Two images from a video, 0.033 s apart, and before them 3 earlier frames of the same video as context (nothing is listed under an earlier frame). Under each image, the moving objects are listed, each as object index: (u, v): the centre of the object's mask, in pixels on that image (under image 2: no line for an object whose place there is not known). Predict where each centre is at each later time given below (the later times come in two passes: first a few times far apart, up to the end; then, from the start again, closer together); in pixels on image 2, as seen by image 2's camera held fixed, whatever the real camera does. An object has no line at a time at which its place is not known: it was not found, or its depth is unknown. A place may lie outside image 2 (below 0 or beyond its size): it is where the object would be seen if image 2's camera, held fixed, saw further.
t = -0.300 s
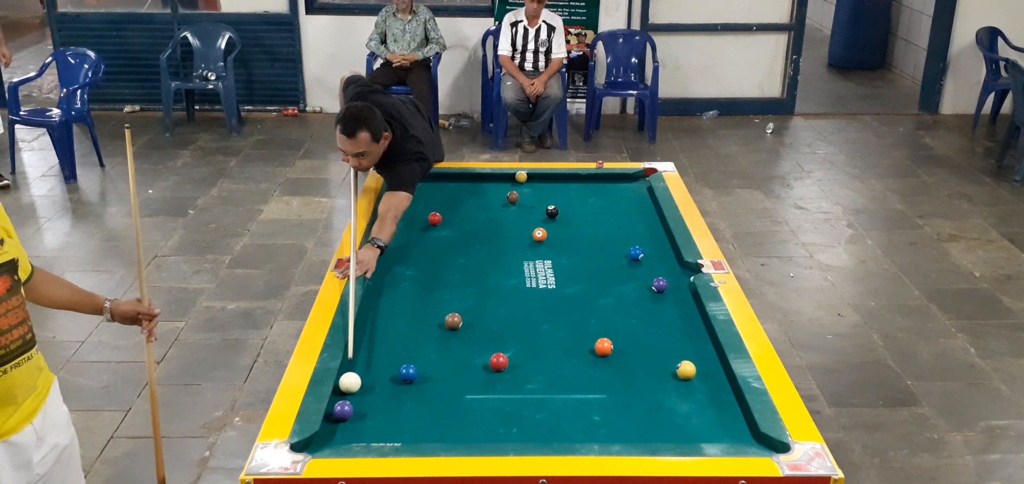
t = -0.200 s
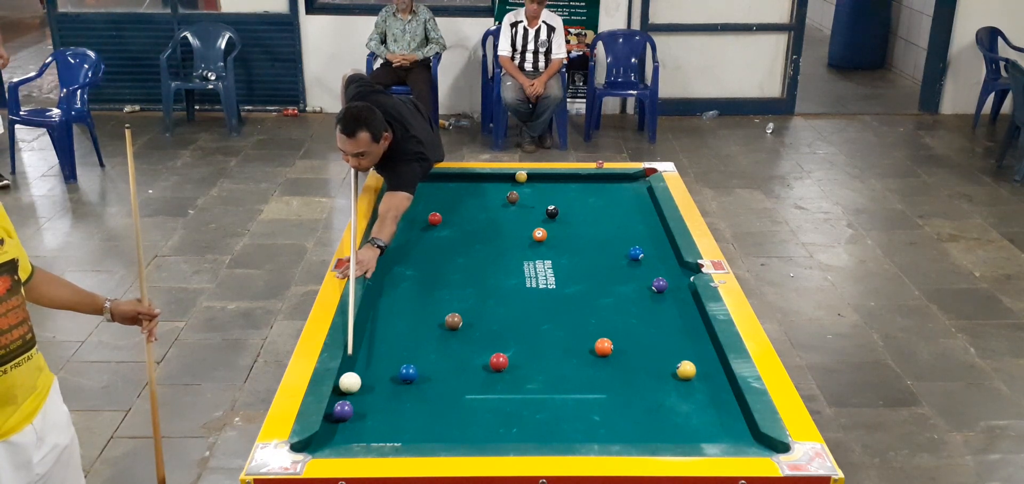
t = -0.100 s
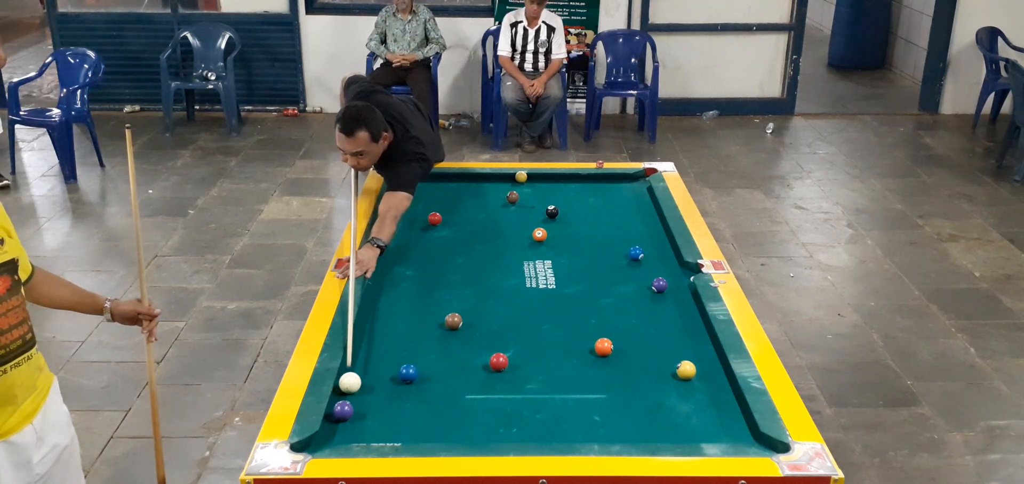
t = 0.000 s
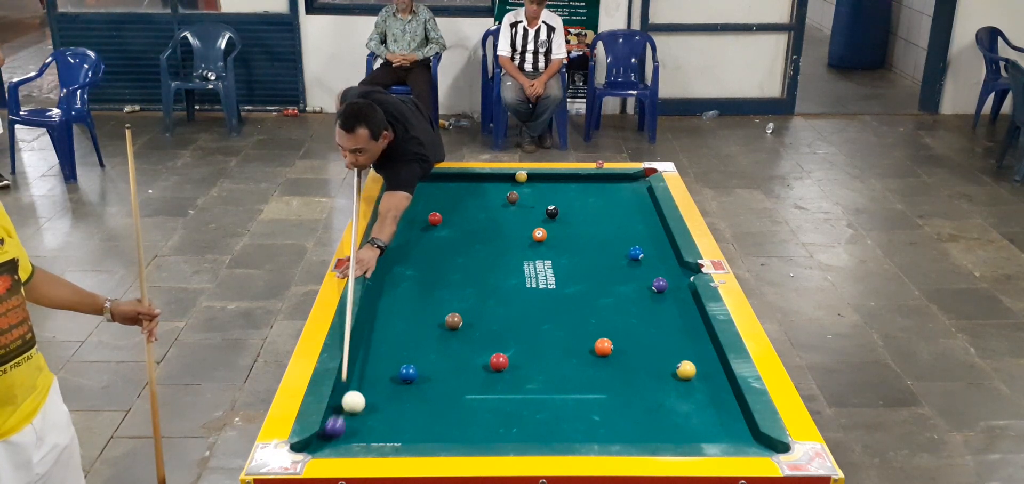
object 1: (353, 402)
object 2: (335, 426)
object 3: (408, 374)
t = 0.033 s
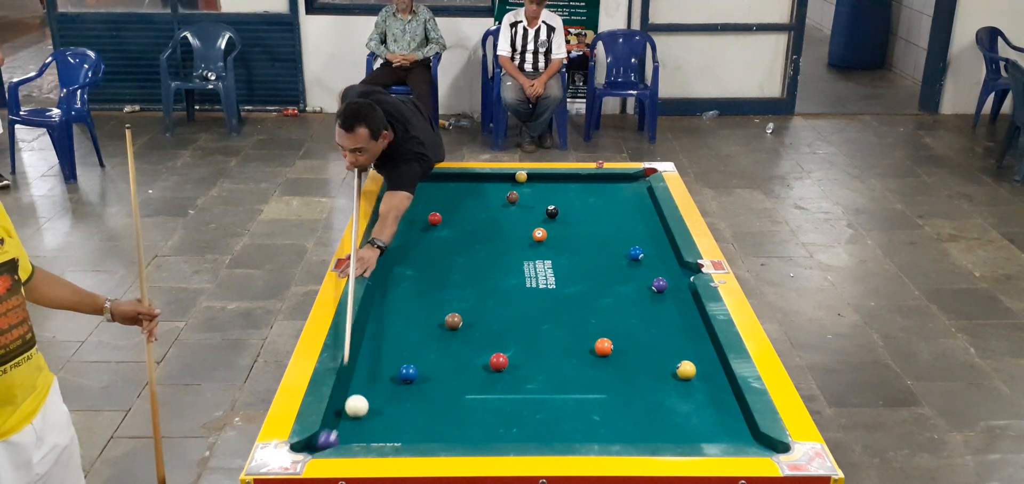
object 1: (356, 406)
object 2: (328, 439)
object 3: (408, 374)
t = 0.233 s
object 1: (373, 434)
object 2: (319, 444)
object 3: (408, 374)
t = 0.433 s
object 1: (388, 423)
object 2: (323, 440)
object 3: (408, 374)
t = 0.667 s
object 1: (402, 404)
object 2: (330, 439)
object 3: (408, 374)
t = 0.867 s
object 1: (413, 389)
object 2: (334, 437)
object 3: (407, 372)
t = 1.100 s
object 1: (425, 376)
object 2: (334, 437)
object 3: (406, 371)
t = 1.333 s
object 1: (438, 368)
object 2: (333, 438)
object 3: (401, 368)
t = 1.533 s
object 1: (448, 362)
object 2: (333, 438)
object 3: (399, 365)
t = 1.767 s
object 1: (456, 356)
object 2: (332, 438)
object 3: (398, 363)
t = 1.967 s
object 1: (462, 352)
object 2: (332, 438)
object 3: (399, 363)
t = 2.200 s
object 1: (467, 349)
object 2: (332, 438)
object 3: (399, 363)
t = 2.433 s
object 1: (470, 347)
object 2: (332, 438)
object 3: (399, 363)
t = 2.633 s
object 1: (471, 346)
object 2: (332, 438)
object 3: (399, 364)
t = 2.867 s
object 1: (471, 346)
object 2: (332, 438)
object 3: (399, 363)
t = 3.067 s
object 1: (471, 346)
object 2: (332, 438)
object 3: (399, 363)
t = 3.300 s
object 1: (471, 346)
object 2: (332, 438)
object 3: (399, 363)
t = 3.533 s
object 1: (471, 346)
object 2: (332, 438)
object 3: (399, 364)
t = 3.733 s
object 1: (471, 346)
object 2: (332, 438)
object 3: (399, 364)
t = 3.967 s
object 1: (471, 346)
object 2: (332, 438)
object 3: (399, 364)
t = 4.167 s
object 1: (471, 346)
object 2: (333, 438)
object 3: (399, 364)
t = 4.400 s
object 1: (471, 346)
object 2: (332, 438)
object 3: (399, 364)
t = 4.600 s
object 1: (471, 346)
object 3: (399, 364)
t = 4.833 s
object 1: (471, 346)
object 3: (399, 364)
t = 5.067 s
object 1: (471, 346)
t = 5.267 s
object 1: (471, 346)
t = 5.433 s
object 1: (471, 346)
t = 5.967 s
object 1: (471, 346)
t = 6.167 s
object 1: (471, 346)
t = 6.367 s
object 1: (471, 346)
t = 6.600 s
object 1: (471, 346)
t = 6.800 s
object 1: (471, 346)
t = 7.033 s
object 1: (471, 346)
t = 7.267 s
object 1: (471, 346)
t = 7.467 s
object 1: (471, 346)
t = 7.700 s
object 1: (471, 346)
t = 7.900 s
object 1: (471, 346)
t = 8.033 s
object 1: (471, 346)
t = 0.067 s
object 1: (359, 411)
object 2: (317, 445)
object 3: (408, 374)
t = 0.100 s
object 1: (362, 416)
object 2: (314, 445)
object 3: (408, 374)
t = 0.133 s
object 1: (365, 421)
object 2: (317, 446)
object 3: (408, 374)
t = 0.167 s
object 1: (368, 426)
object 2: (318, 446)
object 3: (408, 374)
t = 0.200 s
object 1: (370, 430)
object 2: (319, 445)
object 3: (408, 374)
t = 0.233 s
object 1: (373, 434)
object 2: (319, 444)
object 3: (408, 374)
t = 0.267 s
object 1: (376, 437)
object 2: (319, 443)
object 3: (408, 374)
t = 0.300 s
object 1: (378, 435)
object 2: (319, 442)
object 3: (408, 374)
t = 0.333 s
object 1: (381, 432)
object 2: (319, 442)
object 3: (408, 374)
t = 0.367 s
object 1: (383, 429)
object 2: (321, 441)
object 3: (408, 374)
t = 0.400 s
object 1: (386, 426)
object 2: (322, 440)
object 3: (408, 374)
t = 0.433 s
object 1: (388, 423)
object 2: (323, 440)
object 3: (408, 374)
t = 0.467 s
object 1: (390, 420)
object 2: (325, 440)
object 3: (408, 374)
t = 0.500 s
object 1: (392, 418)
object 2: (326, 439)
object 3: (408, 374)
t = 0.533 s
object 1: (394, 415)
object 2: (326, 439)
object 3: (408, 374)
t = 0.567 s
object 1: (396, 412)
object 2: (328, 439)
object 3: (408, 374)
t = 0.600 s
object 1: (398, 409)
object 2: (329, 439)
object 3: (408, 374)
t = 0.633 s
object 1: (400, 407)
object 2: (330, 439)
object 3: (408, 374)
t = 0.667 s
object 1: (402, 404)
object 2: (330, 439)
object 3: (408, 374)
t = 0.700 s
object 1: (404, 401)
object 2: (331, 438)
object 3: (408, 374)
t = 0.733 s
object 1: (406, 399)
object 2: (332, 438)
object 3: (408, 374)
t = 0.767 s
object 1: (408, 396)
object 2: (332, 438)
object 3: (408, 374)
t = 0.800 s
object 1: (409, 394)
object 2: (333, 438)
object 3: (408, 373)
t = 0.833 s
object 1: (411, 392)
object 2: (334, 438)
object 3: (408, 373)
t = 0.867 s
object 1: (413, 389)
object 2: (334, 437)
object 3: (407, 372)
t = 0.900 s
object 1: (414, 387)
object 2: (334, 437)
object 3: (407, 372)
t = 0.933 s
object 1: (416, 385)
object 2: (334, 437)
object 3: (407, 372)
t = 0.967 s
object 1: (418, 383)
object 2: (334, 437)
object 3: (406, 372)
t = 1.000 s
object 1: (419, 381)
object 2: (334, 437)
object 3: (406, 372)
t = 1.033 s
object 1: (421, 379)
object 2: (334, 437)
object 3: (406, 372)
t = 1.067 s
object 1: (423, 378)
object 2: (334, 437)
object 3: (406, 372)
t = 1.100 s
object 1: (425, 376)
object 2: (334, 437)
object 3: (406, 371)
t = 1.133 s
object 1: (427, 375)
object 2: (334, 437)
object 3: (405, 371)
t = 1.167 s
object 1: (429, 374)
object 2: (334, 437)
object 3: (404, 370)
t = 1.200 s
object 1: (431, 373)
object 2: (333, 438)
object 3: (404, 370)
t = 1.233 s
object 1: (433, 371)
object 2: (333, 438)
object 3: (403, 369)
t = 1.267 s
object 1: (435, 370)
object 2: (333, 438)
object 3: (403, 368)
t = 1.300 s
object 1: (437, 369)
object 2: (333, 438)
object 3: (402, 368)
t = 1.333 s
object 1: (438, 368)
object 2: (333, 438)
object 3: (401, 368)
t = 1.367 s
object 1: (440, 367)
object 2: (333, 438)
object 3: (401, 367)
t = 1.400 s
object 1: (442, 366)
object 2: (333, 438)
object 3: (400, 367)
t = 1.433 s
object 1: (443, 365)
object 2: (333, 438)
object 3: (400, 366)
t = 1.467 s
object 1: (445, 364)
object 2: (333, 438)
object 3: (400, 366)
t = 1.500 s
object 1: (446, 363)
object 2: (333, 438)
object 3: (399, 365)
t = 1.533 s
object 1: (448, 362)
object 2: (333, 438)
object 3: (399, 365)
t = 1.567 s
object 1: (449, 361)
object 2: (333, 438)
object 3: (399, 365)
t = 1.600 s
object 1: (450, 360)
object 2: (332, 438)
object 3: (399, 364)
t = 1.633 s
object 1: (451, 359)
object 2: (332, 438)
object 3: (398, 364)
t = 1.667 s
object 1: (453, 358)
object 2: (332, 438)
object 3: (398, 364)
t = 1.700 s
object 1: (454, 357)
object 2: (332, 438)
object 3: (398, 364)
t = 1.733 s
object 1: (455, 357)
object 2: (332, 438)
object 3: (398, 364)
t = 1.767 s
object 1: (456, 356)
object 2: (332, 438)
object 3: (398, 363)
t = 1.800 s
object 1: (457, 355)
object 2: (332, 438)
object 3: (398, 363)
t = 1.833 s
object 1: (458, 354)
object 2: (332, 438)
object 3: (398, 363)
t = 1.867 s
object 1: (459, 354)
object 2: (332, 438)
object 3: (398, 363)
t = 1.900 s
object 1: (460, 353)
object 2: (332, 438)
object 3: (398, 363)
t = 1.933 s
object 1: (461, 353)
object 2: (332, 438)
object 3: (399, 363)
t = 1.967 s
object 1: (462, 352)
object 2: (332, 438)
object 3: (399, 363)
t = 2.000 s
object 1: (463, 352)
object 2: (332, 438)
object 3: (399, 363)
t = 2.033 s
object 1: (464, 351)
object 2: (332, 438)
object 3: (399, 363)
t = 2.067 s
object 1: (465, 350)
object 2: (332, 438)
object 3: (399, 363)
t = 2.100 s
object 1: (466, 350)
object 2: (332, 438)
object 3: (399, 363)
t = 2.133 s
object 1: (466, 349)
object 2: (332, 438)
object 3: (399, 363)
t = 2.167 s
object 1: (467, 349)
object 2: (332, 438)
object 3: (399, 363)
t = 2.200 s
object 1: (467, 349)
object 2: (332, 438)
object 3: (399, 363)
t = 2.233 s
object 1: (468, 348)
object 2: (332, 438)
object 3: (399, 363)
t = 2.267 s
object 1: (468, 348)
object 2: (332, 438)
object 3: (399, 363)
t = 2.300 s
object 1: (469, 348)
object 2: (332, 438)
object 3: (399, 363)
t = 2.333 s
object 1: (469, 347)
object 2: (332, 438)
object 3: (399, 364)
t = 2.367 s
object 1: (469, 347)
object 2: (332, 438)
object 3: (399, 364)
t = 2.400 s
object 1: (470, 347)
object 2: (332, 438)
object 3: (399, 363)
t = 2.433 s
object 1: (470, 347)
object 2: (332, 438)
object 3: (399, 363)
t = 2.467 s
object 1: (470, 346)
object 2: (332, 438)
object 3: (399, 363)
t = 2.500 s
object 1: (471, 346)
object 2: (332, 438)
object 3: (399, 363)
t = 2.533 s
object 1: (471, 346)
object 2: (332, 438)
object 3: (399, 363)
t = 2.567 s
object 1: (471, 346)
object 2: (332, 438)
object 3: (399, 363)
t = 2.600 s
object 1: (471, 346)
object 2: (332, 438)
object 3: (399, 364)
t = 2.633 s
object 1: (471, 346)
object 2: (332, 438)
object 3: (399, 364)
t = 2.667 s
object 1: (471, 346)
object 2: (332, 438)
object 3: (399, 363)
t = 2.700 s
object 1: (471, 346)
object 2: (332, 438)
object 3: (399, 364)
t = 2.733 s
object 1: (471, 346)
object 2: (332, 438)
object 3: (399, 363)
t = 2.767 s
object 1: (471, 346)
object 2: (332, 438)
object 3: (399, 363)
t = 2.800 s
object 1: (471, 346)
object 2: (332, 438)
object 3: (399, 363)
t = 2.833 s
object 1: (471, 346)
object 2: (332, 438)
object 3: (399, 364)
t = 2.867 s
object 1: (471, 346)
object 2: (332, 438)
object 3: (399, 363)
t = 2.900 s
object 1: (471, 346)
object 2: (332, 438)
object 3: (399, 363)
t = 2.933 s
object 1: (471, 346)
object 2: (332, 438)
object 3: (399, 363)
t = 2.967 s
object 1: (471, 346)
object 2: (332, 438)
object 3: (399, 364)
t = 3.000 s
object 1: (471, 346)
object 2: (332, 438)
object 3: (399, 364)
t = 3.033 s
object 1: (471, 346)
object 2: (332, 438)
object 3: (399, 363)
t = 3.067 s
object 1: (471, 346)
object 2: (332, 438)
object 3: (399, 363)
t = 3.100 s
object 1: (471, 346)
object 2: (332, 438)
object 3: (399, 363)
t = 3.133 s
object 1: (471, 346)
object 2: (332, 438)
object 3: (399, 364)
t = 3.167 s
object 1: (471, 346)
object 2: (332, 438)
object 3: (399, 363)
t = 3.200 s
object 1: (471, 346)
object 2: (332, 438)
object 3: (399, 364)
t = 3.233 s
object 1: (471, 346)
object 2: (332, 438)
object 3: (399, 364)
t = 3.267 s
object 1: (471, 346)
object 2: (332, 438)
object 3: (399, 364)
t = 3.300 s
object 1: (471, 346)
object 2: (332, 438)
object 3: (399, 363)
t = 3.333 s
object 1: (471, 346)
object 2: (332, 438)
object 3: (399, 364)
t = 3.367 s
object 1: (471, 346)
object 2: (332, 438)
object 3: (399, 364)
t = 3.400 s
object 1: (471, 346)
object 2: (332, 438)
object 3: (399, 363)
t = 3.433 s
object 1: (471, 346)
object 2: (332, 438)
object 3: (399, 364)
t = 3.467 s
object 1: (471, 346)
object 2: (332, 438)
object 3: (399, 364)
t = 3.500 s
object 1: (471, 346)
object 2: (332, 438)
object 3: (399, 364)
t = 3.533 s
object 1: (471, 346)
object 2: (332, 438)
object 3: (399, 364)
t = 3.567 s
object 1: (471, 346)
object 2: (332, 438)
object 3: (399, 364)
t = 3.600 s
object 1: (471, 346)
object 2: (332, 438)
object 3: (399, 364)
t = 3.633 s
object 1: (471, 346)
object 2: (332, 438)
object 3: (399, 364)
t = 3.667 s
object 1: (471, 346)
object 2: (332, 438)
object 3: (399, 364)
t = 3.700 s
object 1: (471, 346)
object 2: (332, 438)
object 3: (399, 364)
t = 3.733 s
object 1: (471, 346)
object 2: (332, 438)
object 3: (399, 364)
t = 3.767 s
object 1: (471, 346)
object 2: (332, 438)
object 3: (399, 364)
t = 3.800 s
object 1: (471, 346)
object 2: (332, 438)
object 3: (399, 364)
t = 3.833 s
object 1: (471, 346)
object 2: (332, 438)
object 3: (399, 364)
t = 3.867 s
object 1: (471, 346)
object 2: (332, 438)
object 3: (399, 364)
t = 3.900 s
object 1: (471, 346)
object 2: (332, 438)
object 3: (399, 364)
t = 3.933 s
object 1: (471, 346)
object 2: (332, 438)
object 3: (399, 364)
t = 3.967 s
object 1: (471, 346)
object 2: (332, 438)
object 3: (399, 364)
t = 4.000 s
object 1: (471, 346)
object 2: (332, 438)
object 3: (399, 364)
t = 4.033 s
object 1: (471, 346)
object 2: (333, 438)
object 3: (399, 364)
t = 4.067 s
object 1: (471, 346)
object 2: (333, 438)
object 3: (399, 364)
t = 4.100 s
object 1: (471, 346)
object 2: (333, 438)
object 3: (399, 364)
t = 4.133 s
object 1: (471, 346)
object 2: (333, 438)
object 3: (399, 364)
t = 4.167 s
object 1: (471, 346)
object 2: (333, 438)
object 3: (399, 364)
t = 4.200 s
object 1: (471, 346)
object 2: (333, 438)
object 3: (399, 364)
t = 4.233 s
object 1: (471, 346)
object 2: (333, 438)
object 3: (399, 364)
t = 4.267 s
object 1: (471, 346)
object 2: (333, 438)
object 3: (399, 364)
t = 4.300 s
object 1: (471, 346)
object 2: (332, 438)
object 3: (399, 364)
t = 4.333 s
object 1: (471, 346)
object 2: (332, 438)
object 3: (399, 364)
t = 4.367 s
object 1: (471, 346)
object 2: (332, 438)
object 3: (399, 364)
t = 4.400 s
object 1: (471, 346)
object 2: (332, 438)
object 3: (399, 364)
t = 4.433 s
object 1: (471, 346)
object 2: (332, 438)
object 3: (399, 364)
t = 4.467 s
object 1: (471, 346)
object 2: (333, 438)
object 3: (399, 364)
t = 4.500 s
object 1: (471, 346)
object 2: (333, 437)
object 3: (400, 364)
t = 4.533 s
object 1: (471, 346)
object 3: (399, 364)
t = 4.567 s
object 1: (471, 346)
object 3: (399, 364)
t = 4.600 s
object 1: (471, 346)
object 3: (399, 364)
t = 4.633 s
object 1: (471, 346)
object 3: (399, 364)
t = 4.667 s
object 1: (471, 346)
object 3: (399, 364)
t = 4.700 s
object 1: (471, 346)
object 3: (399, 364)
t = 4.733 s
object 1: (471, 346)
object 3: (399, 364)
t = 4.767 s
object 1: (471, 346)
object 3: (399, 364)
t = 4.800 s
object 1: (471, 346)
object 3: (399, 364)
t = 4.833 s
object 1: (471, 346)
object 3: (399, 364)
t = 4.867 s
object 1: (471, 346)
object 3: (399, 364)
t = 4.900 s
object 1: (471, 346)
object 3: (399, 364)
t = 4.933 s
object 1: (471, 346)
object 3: (399, 364)
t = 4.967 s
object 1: (471, 346)
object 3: (399, 363)
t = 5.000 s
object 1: (471, 346)
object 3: (399, 364)
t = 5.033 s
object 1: (471, 346)
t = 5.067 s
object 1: (471, 346)
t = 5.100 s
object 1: (471, 346)
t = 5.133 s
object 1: (471, 346)
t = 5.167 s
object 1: (471, 346)
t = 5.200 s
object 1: (471, 346)
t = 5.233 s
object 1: (471, 346)
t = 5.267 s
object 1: (471, 346)
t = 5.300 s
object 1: (471, 346)
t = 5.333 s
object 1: (471, 346)
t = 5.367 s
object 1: (471, 346)
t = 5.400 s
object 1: (471, 346)
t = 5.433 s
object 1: (471, 346)
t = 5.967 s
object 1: (471, 346)
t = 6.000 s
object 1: (471, 346)
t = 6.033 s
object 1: (471, 346)
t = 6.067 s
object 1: (471, 346)
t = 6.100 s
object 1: (471, 346)
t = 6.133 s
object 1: (471, 346)
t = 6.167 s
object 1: (471, 346)
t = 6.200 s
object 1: (471, 346)
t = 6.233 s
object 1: (471, 346)
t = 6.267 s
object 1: (471, 346)
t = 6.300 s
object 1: (471, 346)
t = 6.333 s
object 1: (471, 346)
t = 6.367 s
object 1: (471, 346)
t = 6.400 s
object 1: (471, 346)
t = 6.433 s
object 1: (471, 346)
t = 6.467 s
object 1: (471, 346)
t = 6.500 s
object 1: (471, 346)
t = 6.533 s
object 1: (471, 346)
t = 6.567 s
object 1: (471, 346)
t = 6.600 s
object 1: (471, 346)
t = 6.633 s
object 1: (471, 346)
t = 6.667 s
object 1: (471, 346)
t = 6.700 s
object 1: (471, 346)
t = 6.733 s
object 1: (471, 346)
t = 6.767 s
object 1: (471, 346)
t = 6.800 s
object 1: (471, 346)
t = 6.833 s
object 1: (471, 346)
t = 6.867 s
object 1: (471, 346)
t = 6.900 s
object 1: (471, 346)
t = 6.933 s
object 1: (471, 346)
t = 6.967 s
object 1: (471, 346)
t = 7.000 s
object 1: (471, 346)
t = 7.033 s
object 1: (471, 346)
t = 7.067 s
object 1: (471, 346)
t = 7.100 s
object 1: (471, 346)
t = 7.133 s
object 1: (471, 346)
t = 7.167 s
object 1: (471, 346)
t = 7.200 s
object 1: (471, 346)
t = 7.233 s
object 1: (471, 346)
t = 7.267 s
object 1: (471, 346)
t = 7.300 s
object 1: (471, 346)
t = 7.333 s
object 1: (471, 346)
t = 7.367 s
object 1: (471, 346)
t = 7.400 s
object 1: (471, 346)
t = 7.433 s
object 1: (471, 346)
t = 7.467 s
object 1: (471, 346)
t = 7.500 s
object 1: (471, 346)
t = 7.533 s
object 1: (471, 346)
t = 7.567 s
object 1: (471, 346)
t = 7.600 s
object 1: (471, 346)
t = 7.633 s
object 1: (471, 346)
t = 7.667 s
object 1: (471, 346)
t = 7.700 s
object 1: (471, 346)
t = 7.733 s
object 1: (471, 346)
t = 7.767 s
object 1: (471, 346)
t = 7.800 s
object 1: (471, 346)
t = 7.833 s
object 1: (471, 346)
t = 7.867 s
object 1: (471, 346)
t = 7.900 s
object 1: (471, 346)
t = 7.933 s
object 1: (471, 346)
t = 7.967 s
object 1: (471, 346)
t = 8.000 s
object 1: (471, 346)
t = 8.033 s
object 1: (471, 346)
